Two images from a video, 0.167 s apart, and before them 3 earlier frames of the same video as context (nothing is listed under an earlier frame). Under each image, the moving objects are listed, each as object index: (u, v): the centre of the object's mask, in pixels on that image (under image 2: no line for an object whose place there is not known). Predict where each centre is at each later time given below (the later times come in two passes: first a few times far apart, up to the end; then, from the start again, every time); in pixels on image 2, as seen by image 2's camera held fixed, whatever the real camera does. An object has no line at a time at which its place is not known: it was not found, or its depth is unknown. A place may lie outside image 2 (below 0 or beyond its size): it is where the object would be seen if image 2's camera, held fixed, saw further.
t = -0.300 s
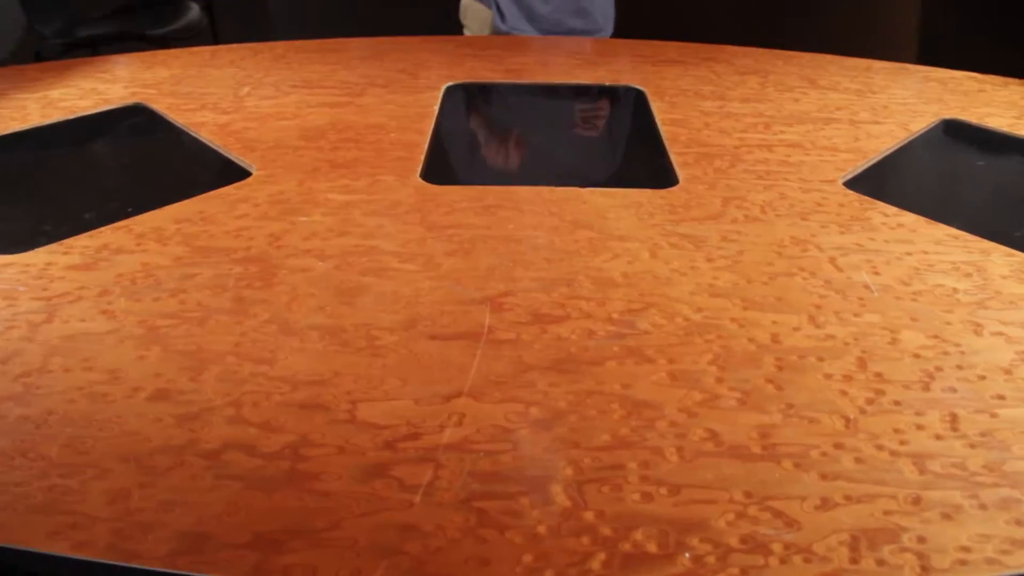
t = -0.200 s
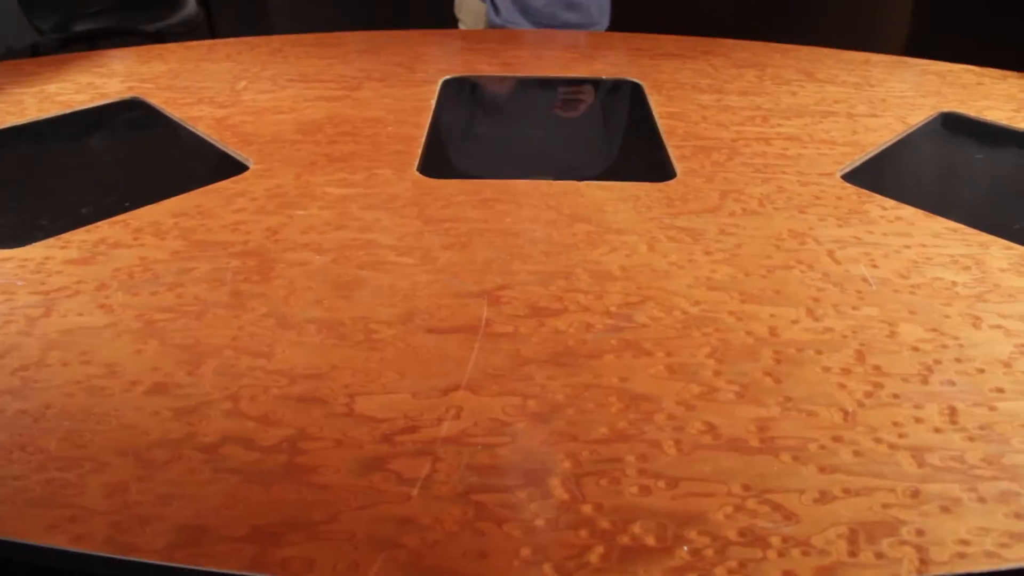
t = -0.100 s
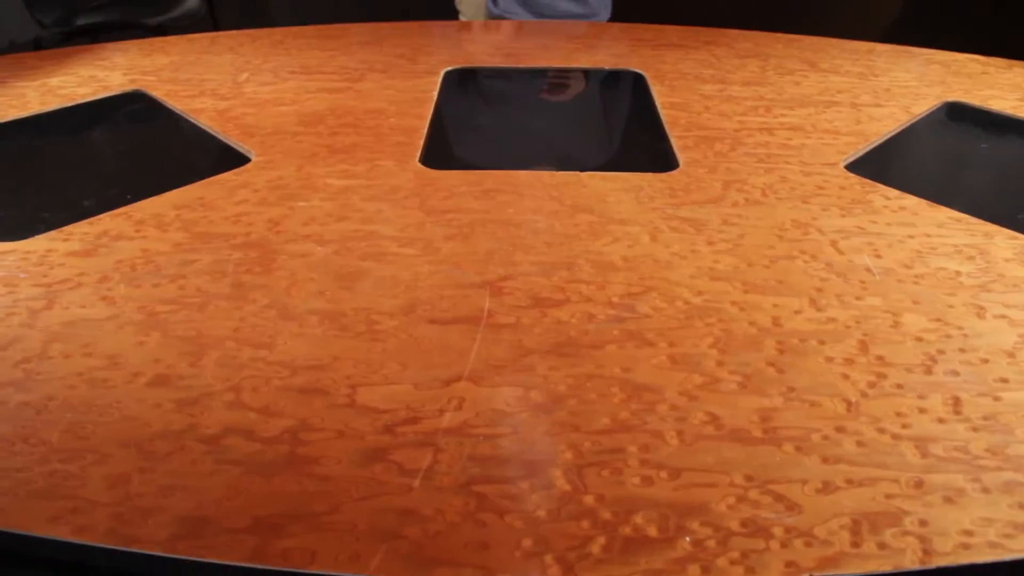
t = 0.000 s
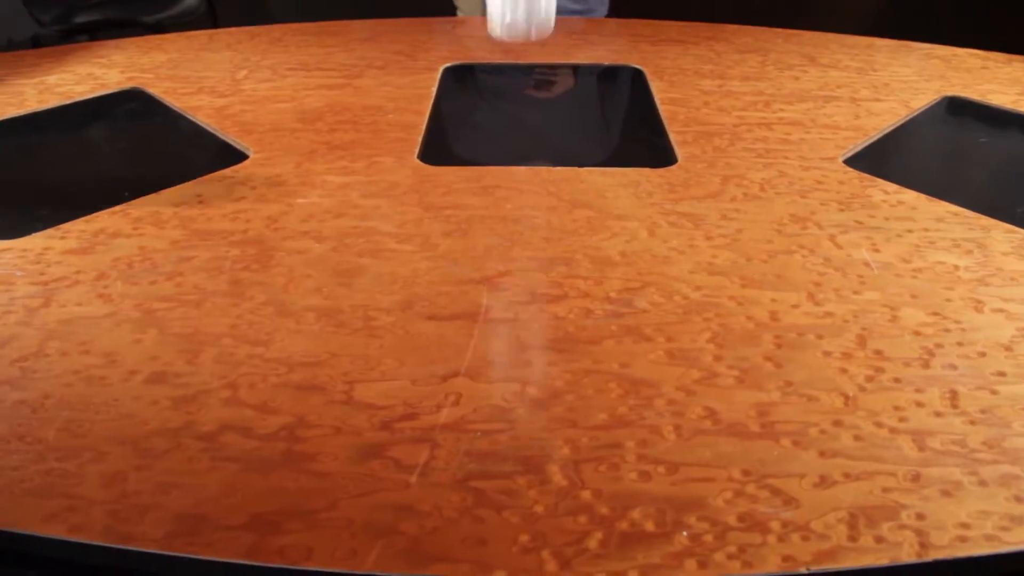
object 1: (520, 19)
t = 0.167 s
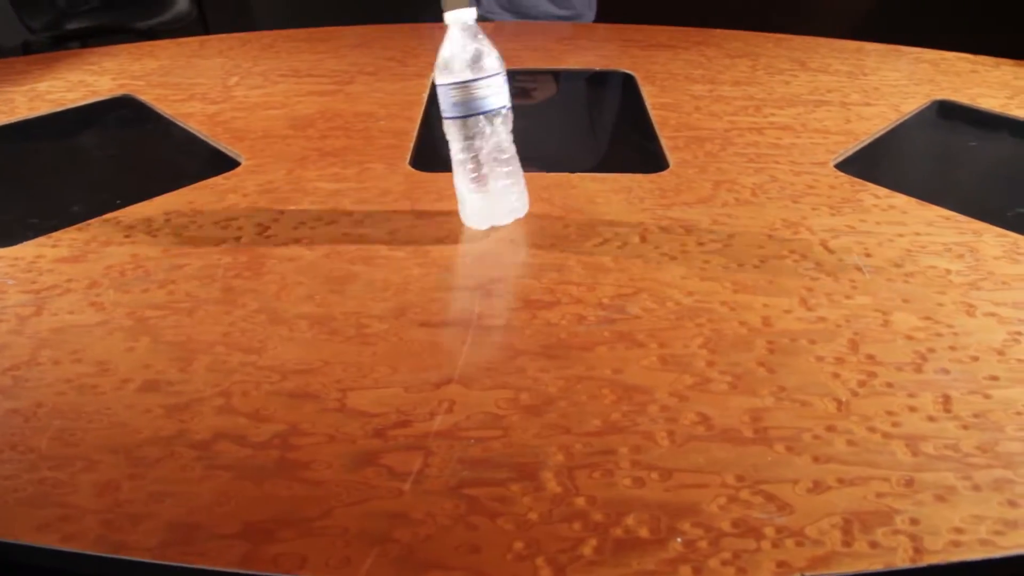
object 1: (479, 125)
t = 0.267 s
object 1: (463, 131)
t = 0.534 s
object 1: (487, 148)
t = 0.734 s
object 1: (488, 151)
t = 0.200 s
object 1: (473, 127)
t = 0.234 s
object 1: (468, 128)
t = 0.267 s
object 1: (463, 131)
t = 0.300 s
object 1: (461, 134)
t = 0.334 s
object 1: (461, 138)
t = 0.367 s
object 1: (466, 141)
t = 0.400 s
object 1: (475, 143)
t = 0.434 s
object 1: (488, 145)
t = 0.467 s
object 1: (495, 148)
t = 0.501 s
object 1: (493, 148)
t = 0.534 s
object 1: (487, 148)
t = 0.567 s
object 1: (489, 149)
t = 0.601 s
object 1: (489, 149)
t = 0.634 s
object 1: (489, 150)
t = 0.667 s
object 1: (488, 150)
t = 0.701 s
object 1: (488, 151)
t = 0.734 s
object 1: (488, 151)
